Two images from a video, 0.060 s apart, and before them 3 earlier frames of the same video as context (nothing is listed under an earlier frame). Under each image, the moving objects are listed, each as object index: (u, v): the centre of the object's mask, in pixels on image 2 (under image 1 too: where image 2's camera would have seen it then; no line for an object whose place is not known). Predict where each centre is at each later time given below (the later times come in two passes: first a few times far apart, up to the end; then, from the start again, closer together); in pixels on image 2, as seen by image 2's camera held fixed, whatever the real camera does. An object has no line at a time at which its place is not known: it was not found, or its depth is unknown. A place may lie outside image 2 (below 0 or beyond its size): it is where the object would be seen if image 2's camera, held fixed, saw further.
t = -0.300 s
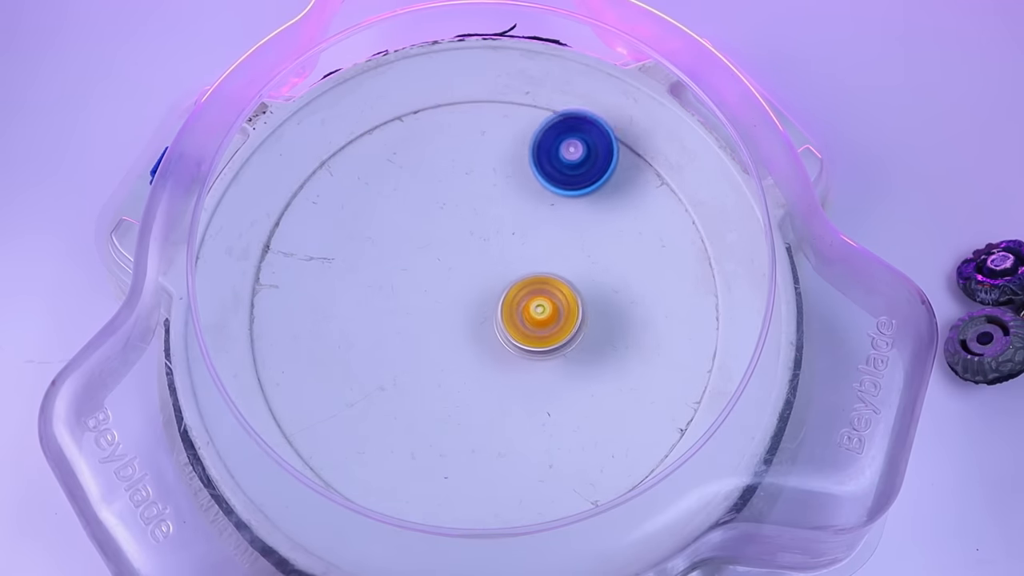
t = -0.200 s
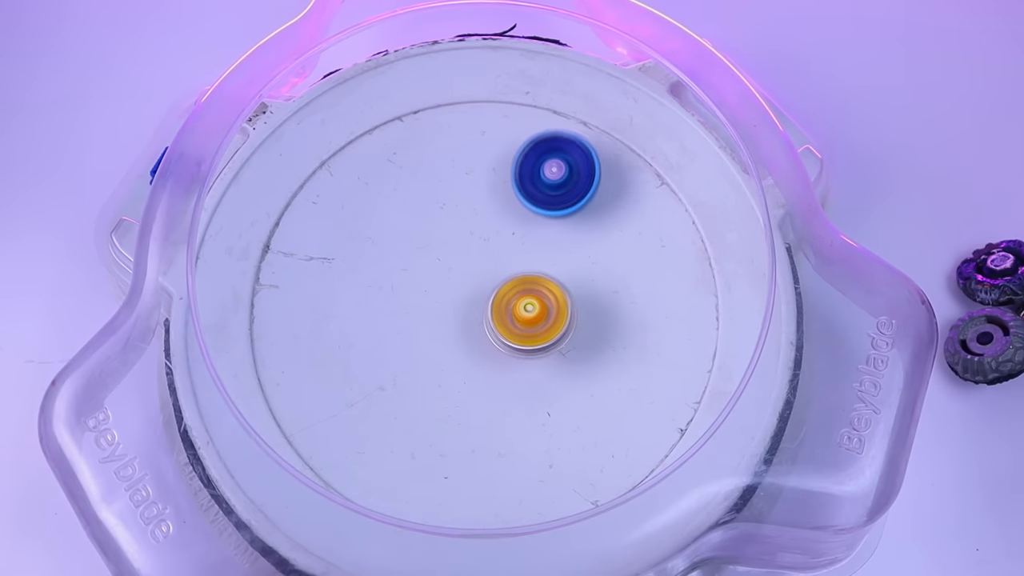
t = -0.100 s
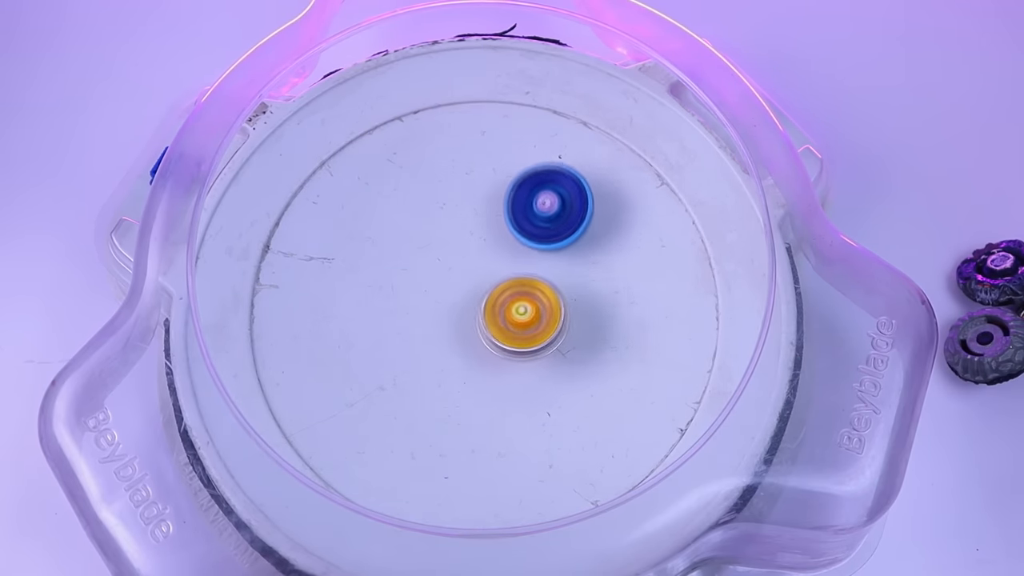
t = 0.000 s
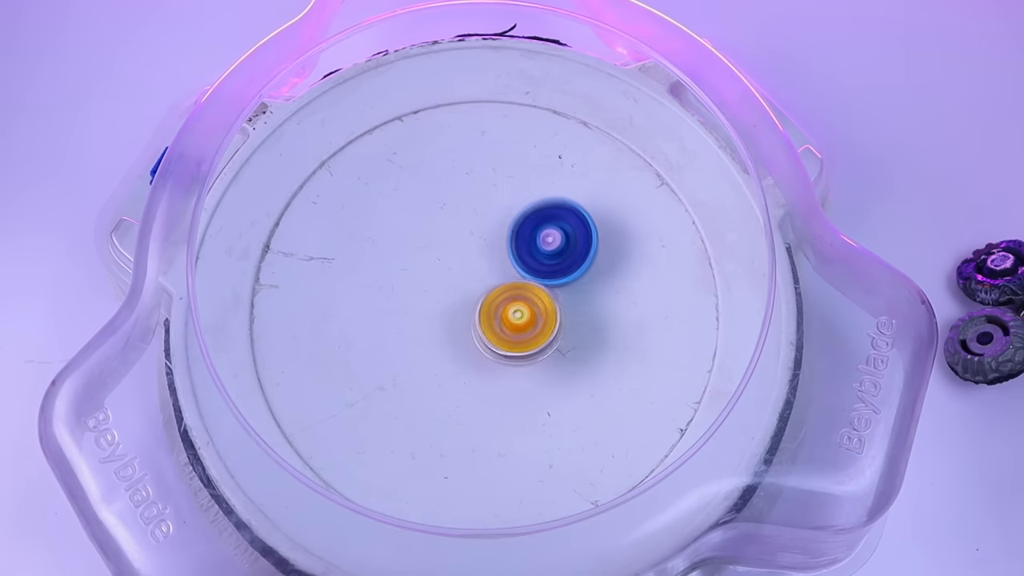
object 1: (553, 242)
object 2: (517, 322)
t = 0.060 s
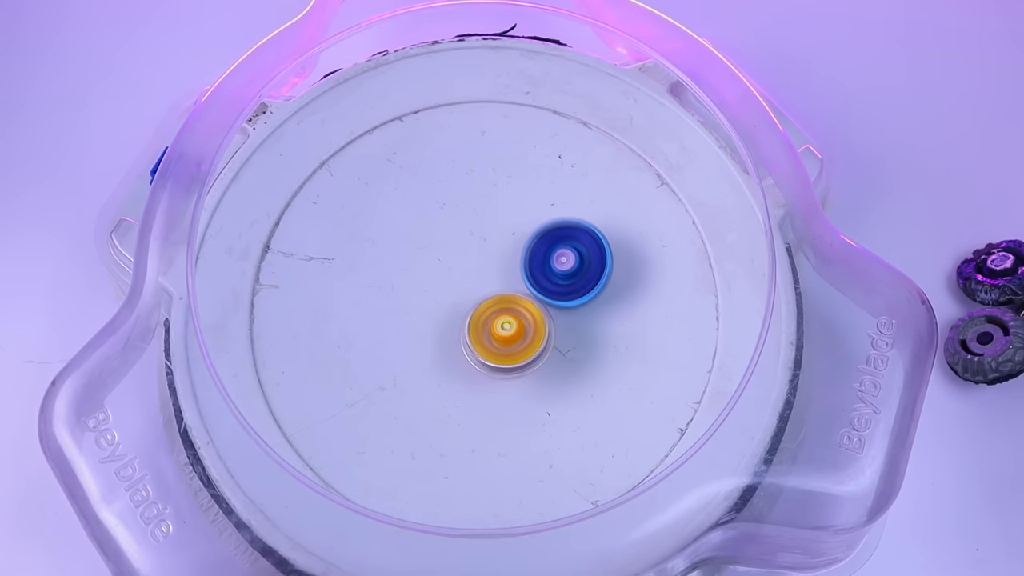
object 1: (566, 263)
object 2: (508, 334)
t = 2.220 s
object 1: (387, 201)
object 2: (620, 189)
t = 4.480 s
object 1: (584, 325)
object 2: (526, 238)
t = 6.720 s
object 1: (493, 318)
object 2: (590, 260)
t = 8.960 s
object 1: (475, 227)
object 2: (377, 272)
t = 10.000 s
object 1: (458, 354)
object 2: (327, 352)
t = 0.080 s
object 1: (571, 270)
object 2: (505, 337)
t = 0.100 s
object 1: (574, 276)
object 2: (503, 339)
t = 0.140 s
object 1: (582, 288)
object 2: (501, 343)
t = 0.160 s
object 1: (586, 294)
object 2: (500, 344)
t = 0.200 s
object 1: (595, 304)
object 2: (497, 346)
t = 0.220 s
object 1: (599, 309)
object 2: (496, 347)
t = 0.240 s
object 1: (604, 313)
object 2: (494, 347)
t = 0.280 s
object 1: (613, 322)
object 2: (491, 349)
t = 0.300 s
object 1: (618, 325)
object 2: (489, 349)
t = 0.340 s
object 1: (627, 331)
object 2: (484, 349)
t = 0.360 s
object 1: (631, 333)
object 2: (482, 350)
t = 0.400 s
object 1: (640, 336)
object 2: (478, 349)
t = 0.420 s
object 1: (644, 337)
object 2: (475, 348)
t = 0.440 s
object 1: (647, 337)
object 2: (473, 347)
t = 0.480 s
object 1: (651, 334)
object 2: (468, 346)
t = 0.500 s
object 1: (652, 332)
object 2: (465, 345)
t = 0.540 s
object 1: (650, 329)
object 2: (460, 344)
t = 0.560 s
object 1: (648, 327)
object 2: (457, 343)
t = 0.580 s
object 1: (644, 326)
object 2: (455, 342)
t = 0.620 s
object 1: (635, 325)
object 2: (450, 340)
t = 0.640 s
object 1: (628, 325)
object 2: (447, 339)
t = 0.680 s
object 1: (616, 328)
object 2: (443, 337)
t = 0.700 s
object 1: (609, 331)
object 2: (441, 336)
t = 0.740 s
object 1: (596, 337)
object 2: (438, 335)
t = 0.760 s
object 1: (590, 341)
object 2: (437, 335)
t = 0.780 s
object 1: (583, 344)
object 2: (436, 335)
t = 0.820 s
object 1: (571, 352)
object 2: (435, 333)
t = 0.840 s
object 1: (564, 356)
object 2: (434, 332)
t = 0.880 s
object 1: (552, 368)
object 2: (434, 331)
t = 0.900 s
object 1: (546, 375)
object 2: (434, 330)
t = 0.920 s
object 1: (542, 383)
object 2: (434, 329)
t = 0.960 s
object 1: (534, 398)
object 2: (435, 328)
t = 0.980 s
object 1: (532, 405)
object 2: (436, 327)
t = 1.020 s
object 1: (530, 418)
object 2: (439, 325)
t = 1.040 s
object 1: (530, 424)
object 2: (440, 324)
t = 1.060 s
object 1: (530, 429)
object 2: (442, 323)
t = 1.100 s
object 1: (532, 439)
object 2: (445, 320)
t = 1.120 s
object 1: (533, 442)
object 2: (447, 319)
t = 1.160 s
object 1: (538, 447)
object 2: (451, 316)
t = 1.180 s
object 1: (541, 448)
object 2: (453, 314)
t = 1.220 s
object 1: (546, 448)
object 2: (458, 310)
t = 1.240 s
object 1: (548, 446)
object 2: (459, 307)
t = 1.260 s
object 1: (550, 444)
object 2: (462, 305)
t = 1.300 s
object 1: (552, 436)
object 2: (468, 300)
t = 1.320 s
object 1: (552, 431)
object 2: (471, 298)
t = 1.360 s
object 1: (548, 421)
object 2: (479, 293)
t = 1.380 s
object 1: (545, 415)
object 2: (481, 291)
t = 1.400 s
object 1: (540, 411)
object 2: (486, 289)
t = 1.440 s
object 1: (529, 400)
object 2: (494, 286)
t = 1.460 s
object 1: (522, 395)
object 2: (497, 285)
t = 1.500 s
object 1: (503, 382)
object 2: (505, 282)
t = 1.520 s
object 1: (492, 376)
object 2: (507, 281)
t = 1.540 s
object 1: (480, 370)
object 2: (508, 279)
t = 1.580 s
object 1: (449, 360)
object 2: (514, 277)
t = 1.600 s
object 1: (430, 356)
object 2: (516, 276)
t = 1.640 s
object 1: (391, 357)
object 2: (520, 273)
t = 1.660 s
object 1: (373, 362)
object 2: (521, 271)
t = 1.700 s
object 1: (341, 378)
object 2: (524, 268)
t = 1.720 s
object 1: (330, 390)
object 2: (526, 266)
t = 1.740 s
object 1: (322, 404)
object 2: (527, 265)
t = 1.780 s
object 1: (320, 434)
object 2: (531, 262)
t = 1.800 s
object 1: (327, 446)
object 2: (533, 261)
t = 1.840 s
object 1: (354, 466)
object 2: (536, 259)
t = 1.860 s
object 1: (370, 473)
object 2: (537, 258)
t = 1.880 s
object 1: (388, 478)
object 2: (538, 258)
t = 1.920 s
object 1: (425, 475)
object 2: (538, 257)
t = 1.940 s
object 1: (443, 464)
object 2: (539, 258)
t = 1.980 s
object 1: (476, 433)
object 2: (539, 259)
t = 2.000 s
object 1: (490, 412)
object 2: (538, 260)
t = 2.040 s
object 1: (506, 367)
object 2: (537, 263)
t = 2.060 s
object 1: (507, 344)
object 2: (536, 264)
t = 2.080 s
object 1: (498, 322)
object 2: (545, 253)
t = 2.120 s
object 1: (472, 282)
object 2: (570, 223)
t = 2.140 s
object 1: (457, 263)
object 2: (584, 215)
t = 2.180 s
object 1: (425, 229)
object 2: (606, 206)
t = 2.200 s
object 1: (406, 214)
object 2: (616, 198)
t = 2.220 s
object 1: (387, 201)
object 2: (620, 189)
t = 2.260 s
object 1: (346, 180)
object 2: (630, 182)
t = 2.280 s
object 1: (324, 175)
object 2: (633, 180)
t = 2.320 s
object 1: (289, 181)
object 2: (632, 176)
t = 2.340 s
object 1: (277, 191)
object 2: (630, 179)
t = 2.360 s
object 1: (265, 201)
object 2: (628, 181)
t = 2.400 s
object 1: (243, 213)
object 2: (619, 182)
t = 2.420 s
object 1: (235, 217)
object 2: (614, 183)
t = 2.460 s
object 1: (234, 227)
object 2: (603, 183)
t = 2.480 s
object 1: (237, 235)
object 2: (596, 184)
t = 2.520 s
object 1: (243, 248)
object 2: (583, 184)
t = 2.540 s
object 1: (248, 255)
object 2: (578, 185)
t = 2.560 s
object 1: (255, 263)
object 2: (575, 185)
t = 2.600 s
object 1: (277, 286)
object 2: (566, 189)
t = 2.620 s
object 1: (291, 298)
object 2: (563, 192)
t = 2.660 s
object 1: (331, 317)
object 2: (554, 199)
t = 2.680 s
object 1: (355, 322)
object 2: (550, 202)
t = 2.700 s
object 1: (377, 323)
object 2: (546, 207)
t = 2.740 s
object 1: (422, 318)
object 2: (541, 213)
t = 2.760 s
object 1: (443, 312)
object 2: (538, 217)
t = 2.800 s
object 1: (478, 295)
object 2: (540, 218)
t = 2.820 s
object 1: (479, 297)
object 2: (566, 193)
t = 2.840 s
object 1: (481, 297)
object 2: (587, 174)
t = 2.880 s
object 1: (492, 292)
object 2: (630, 138)
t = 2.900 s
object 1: (500, 286)
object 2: (644, 120)
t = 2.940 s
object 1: (518, 269)
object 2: (662, 104)
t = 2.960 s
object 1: (525, 256)
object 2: (664, 105)
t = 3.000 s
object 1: (533, 226)
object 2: (652, 113)
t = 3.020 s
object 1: (532, 212)
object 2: (642, 119)
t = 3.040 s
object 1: (529, 200)
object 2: (633, 124)
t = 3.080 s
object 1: (513, 178)
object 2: (608, 138)
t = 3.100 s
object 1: (502, 170)
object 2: (594, 146)
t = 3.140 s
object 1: (477, 161)
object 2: (568, 163)
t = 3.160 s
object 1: (462, 161)
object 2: (554, 172)
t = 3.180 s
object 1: (448, 164)
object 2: (543, 182)
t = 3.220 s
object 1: (422, 179)
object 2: (522, 199)
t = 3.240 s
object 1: (414, 189)
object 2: (511, 208)
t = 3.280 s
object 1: (404, 214)
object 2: (496, 225)
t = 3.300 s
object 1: (395, 224)
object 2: (502, 233)
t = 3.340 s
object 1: (366, 242)
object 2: (542, 264)
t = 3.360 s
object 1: (357, 254)
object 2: (561, 275)
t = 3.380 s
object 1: (353, 268)
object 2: (574, 289)
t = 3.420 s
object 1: (360, 294)
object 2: (592, 310)
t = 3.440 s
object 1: (369, 310)
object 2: (596, 317)
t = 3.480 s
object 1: (385, 343)
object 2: (597, 328)
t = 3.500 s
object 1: (398, 359)
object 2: (596, 331)
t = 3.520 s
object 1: (414, 371)
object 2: (594, 333)
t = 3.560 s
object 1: (455, 384)
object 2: (589, 334)
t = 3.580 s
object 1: (478, 385)
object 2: (588, 335)
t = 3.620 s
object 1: (509, 380)
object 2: (596, 329)
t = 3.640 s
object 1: (519, 378)
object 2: (608, 324)
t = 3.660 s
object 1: (532, 374)
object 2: (617, 322)
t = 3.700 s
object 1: (556, 356)
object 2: (633, 311)
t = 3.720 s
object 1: (565, 340)
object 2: (647, 304)
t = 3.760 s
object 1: (570, 307)
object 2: (669, 295)
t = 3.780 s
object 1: (568, 289)
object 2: (680, 290)
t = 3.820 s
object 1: (557, 256)
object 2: (691, 280)
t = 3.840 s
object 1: (549, 241)
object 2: (693, 276)
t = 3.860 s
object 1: (540, 227)
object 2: (690, 272)
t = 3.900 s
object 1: (513, 206)
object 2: (682, 265)
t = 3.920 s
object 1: (497, 199)
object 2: (678, 263)
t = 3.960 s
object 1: (463, 194)
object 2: (666, 257)
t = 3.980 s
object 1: (445, 194)
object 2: (661, 255)
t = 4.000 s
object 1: (429, 197)
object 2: (654, 254)
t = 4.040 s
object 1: (398, 208)
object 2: (642, 249)
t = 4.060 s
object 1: (383, 217)
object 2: (637, 248)
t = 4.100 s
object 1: (363, 241)
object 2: (624, 244)
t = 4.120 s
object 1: (355, 257)
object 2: (620, 244)
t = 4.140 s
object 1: (353, 274)
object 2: (613, 244)
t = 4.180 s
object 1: (361, 306)
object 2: (602, 241)
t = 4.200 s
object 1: (366, 323)
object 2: (596, 242)
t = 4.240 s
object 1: (380, 355)
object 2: (584, 240)
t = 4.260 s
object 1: (394, 368)
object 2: (580, 239)
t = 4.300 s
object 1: (430, 385)
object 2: (567, 239)
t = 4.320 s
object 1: (450, 388)
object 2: (562, 238)
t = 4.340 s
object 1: (472, 389)
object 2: (558, 239)
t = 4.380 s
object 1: (513, 380)
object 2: (546, 238)
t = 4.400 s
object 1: (531, 372)
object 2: (543, 237)
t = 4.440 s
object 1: (563, 354)
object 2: (532, 237)
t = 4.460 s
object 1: (574, 340)
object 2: (529, 237)
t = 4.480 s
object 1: (584, 325)
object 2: (526, 238)
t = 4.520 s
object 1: (595, 292)
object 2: (518, 238)
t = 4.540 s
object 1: (601, 278)
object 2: (510, 234)
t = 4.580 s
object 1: (605, 248)
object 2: (493, 226)
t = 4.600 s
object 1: (602, 233)
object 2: (486, 222)
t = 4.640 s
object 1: (587, 205)
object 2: (480, 218)
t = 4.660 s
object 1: (577, 193)
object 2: (476, 217)
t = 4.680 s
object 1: (564, 183)
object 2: (476, 216)
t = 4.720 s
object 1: (552, 163)
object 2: (444, 227)
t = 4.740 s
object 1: (551, 155)
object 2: (416, 237)
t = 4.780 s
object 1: (538, 145)
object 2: (369, 253)
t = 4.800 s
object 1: (529, 144)
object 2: (350, 260)
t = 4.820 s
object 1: (518, 144)
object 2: (334, 265)
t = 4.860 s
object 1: (494, 152)
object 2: (305, 273)
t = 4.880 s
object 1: (482, 161)
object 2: (297, 275)
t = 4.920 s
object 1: (464, 186)
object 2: (291, 281)
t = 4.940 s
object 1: (460, 201)
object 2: (290, 283)
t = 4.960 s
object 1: (459, 216)
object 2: (291, 286)
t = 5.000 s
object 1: (465, 248)
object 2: (294, 290)
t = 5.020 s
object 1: (471, 263)
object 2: (297, 293)
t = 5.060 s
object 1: (489, 293)
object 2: (303, 299)
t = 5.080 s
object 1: (500, 306)
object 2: (306, 301)
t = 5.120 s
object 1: (526, 327)
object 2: (313, 304)
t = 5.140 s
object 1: (541, 334)
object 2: (318, 305)
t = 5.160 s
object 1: (557, 340)
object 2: (323, 307)
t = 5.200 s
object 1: (587, 340)
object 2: (333, 309)
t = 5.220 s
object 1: (603, 337)
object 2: (339, 310)
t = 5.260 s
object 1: (630, 325)
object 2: (349, 312)
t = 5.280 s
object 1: (641, 315)
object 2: (353, 312)
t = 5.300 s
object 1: (649, 306)
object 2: (357, 312)
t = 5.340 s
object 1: (659, 281)
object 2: (366, 314)
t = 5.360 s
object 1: (659, 268)
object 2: (372, 314)
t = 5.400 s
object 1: (646, 245)
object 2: (380, 317)
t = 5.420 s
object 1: (635, 235)
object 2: (384, 318)
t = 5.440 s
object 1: (621, 228)
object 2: (390, 320)
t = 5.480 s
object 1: (590, 224)
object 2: (400, 325)
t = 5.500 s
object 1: (574, 225)
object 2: (407, 327)
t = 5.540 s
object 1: (542, 235)
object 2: (419, 333)
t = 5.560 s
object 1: (529, 244)
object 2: (423, 336)
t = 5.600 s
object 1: (509, 268)
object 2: (435, 343)
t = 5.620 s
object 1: (502, 280)
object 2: (440, 346)
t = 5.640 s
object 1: (497, 291)
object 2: (446, 349)
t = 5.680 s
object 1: (504, 303)
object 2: (423, 383)
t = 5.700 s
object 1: (510, 309)
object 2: (412, 404)
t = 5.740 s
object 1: (524, 321)
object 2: (397, 438)
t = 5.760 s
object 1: (531, 324)
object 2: (395, 452)
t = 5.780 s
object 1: (540, 326)
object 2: (394, 465)
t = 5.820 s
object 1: (553, 324)
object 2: (404, 490)
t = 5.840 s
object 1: (557, 321)
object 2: (412, 503)
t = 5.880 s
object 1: (560, 312)
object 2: (439, 509)
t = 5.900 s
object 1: (560, 307)
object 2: (455, 505)
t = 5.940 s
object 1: (558, 299)
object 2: (487, 495)
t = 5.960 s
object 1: (556, 295)
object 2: (503, 490)
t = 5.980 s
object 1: (554, 292)
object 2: (517, 484)
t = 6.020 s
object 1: (549, 288)
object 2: (542, 470)
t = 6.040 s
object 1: (545, 287)
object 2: (552, 462)
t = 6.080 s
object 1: (535, 287)
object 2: (569, 445)
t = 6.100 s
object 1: (531, 288)
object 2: (573, 436)
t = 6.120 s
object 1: (525, 289)
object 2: (574, 428)
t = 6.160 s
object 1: (515, 294)
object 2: (577, 416)
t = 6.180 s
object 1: (509, 296)
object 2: (577, 412)
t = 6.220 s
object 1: (502, 309)
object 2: (577, 403)
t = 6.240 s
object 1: (500, 314)
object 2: (577, 399)
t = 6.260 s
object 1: (499, 322)
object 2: (577, 395)
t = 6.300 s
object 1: (498, 332)
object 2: (577, 386)
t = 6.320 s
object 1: (497, 335)
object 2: (576, 382)
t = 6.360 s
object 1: (496, 343)
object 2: (575, 374)
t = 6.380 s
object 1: (495, 345)
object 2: (574, 369)
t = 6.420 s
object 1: (495, 348)
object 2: (572, 357)
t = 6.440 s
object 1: (495, 349)
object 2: (573, 351)
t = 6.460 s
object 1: (495, 348)
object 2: (574, 345)
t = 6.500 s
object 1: (498, 342)
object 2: (587, 341)
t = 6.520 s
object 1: (499, 339)
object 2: (592, 336)
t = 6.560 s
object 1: (500, 336)
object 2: (598, 322)
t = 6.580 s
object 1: (499, 334)
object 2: (600, 310)
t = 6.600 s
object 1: (499, 332)
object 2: (601, 298)
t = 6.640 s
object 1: (499, 328)
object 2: (597, 279)
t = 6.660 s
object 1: (497, 326)
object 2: (595, 273)
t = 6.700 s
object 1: (494, 321)
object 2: (591, 262)
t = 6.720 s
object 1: (493, 318)
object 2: (590, 260)
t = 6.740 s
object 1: (492, 316)
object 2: (590, 257)
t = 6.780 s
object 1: (490, 311)
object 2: (589, 253)
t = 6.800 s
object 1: (489, 309)
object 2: (589, 251)
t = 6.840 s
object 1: (487, 307)
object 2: (588, 248)
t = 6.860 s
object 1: (485, 306)
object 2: (588, 246)
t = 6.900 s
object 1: (482, 303)
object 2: (587, 244)
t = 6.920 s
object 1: (481, 302)
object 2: (586, 243)
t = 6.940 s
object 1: (479, 301)
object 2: (584, 242)
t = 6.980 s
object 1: (477, 299)
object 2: (580, 241)
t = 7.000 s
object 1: (476, 298)
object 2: (579, 242)
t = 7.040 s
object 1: (474, 296)
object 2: (575, 242)
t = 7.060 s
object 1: (474, 294)
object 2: (573, 242)
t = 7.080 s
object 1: (473, 294)
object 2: (570, 241)
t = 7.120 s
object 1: (474, 293)
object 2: (565, 241)
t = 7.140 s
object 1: (474, 293)
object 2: (563, 241)
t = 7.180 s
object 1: (475, 293)
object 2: (557, 241)
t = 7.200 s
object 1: (475, 294)
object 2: (553, 240)
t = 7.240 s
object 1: (476, 294)
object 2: (549, 240)
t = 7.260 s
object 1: (474, 293)
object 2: (555, 234)
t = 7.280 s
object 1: (475, 293)
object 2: (561, 232)
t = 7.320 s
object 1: (475, 293)
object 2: (563, 222)
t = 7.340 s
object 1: (476, 293)
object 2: (561, 222)
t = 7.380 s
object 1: (480, 292)
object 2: (559, 223)
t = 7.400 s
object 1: (482, 291)
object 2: (559, 225)
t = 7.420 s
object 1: (485, 291)
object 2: (558, 226)
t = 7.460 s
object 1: (491, 291)
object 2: (555, 227)
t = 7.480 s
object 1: (491, 289)
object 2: (557, 222)
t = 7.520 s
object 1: (493, 283)
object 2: (568, 217)
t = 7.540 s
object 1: (496, 278)
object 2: (574, 212)
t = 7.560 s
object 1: (497, 275)
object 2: (580, 212)
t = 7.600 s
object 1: (499, 266)
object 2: (583, 211)
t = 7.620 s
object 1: (500, 262)
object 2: (581, 214)
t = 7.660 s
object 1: (498, 253)
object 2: (586, 220)
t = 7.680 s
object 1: (487, 249)
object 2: (608, 222)
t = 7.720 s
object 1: (467, 242)
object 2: (644, 226)
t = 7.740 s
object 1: (457, 240)
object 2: (657, 226)
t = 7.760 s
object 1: (447, 239)
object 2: (668, 227)
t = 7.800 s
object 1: (428, 238)
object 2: (689, 230)
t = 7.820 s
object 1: (418, 238)
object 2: (696, 232)
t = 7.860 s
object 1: (400, 245)
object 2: (705, 238)
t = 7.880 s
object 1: (393, 250)
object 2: (710, 243)
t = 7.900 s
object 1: (386, 257)
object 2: (716, 248)
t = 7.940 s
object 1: (379, 272)
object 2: (727, 261)
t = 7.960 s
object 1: (380, 280)
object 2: (730, 268)
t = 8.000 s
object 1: (389, 296)
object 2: (733, 281)
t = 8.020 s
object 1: (393, 303)
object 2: (733, 286)
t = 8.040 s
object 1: (398, 310)
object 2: (732, 292)
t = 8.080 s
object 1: (408, 323)
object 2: (728, 306)
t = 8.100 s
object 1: (414, 330)
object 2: (723, 311)
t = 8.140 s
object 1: (428, 340)
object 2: (712, 327)
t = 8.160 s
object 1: (438, 343)
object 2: (702, 333)
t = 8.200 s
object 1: (458, 343)
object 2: (679, 344)
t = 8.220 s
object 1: (467, 342)
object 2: (663, 352)
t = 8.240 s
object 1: (477, 340)
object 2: (649, 359)
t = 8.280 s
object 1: (497, 335)
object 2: (612, 367)
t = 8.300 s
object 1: (508, 331)
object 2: (596, 368)
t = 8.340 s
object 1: (512, 307)
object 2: (586, 398)
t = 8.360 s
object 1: (514, 296)
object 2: (579, 411)
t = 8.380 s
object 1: (515, 287)
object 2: (572, 426)
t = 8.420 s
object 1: (516, 270)
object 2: (558, 438)
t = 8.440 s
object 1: (516, 261)
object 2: (555, 438)
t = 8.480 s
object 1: (515, 244)
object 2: (543, 433)
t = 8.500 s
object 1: (515, 236)
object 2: (534, 430)
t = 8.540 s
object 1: (509, 219)
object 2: (518, 417)
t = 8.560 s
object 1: (506, 213)
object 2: (510, 410)
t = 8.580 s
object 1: (501, 207)
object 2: (500, 402)
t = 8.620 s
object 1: (490, 196)
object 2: (481, 380)
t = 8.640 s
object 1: (483, 192)
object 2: (473, 369)
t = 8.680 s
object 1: (471, 187)
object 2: (457, 344)
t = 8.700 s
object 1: (463, 187)
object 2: (446, 329)
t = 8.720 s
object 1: (458, 188)
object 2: (439, 316)
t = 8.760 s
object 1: (448, 194)
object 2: (426, 292)
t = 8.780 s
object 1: (446, 197)
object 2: (420, 279)
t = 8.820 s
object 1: (449, 197)
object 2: (397, 278)
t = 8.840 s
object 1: (452, 199)
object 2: (389, 282)
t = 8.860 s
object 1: (454, 200)
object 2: (380, 280)
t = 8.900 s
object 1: (460, 209)
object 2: (374, 280)
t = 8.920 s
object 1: (464, 215)
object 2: (374, 277)
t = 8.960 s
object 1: (475, 227)
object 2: (377, 272)
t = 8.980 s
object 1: (481, 233)
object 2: (379, 270)
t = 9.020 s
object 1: (492, 245)
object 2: (384, 266)
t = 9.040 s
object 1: (497, 250)
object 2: (388, 267)
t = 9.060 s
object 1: (504, 254)
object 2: (393, 263)
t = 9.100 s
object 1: (517, 264)
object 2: (403, 257)
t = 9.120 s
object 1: (523, 267)
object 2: (408, 257)
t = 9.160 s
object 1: (537, 276)
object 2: (424, 255)
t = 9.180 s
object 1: (542, 279)
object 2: (432, 255)
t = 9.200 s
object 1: (549, 282)
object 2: (441, 254)
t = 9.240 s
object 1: (560, 290)
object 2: (457, 258)
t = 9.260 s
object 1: (565, 293)
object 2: (465, 260)
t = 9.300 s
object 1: (577, 300)
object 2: (483, 270)
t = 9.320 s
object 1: (583, 302)
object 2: (493, 272)
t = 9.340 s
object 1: (589, 306)
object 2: (499, 277)
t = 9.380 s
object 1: (597, 310)
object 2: (505, 283)
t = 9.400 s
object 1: (600, 312)
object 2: (506, 289)
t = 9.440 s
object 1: (604, 315)
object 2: (512, 300)
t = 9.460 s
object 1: (607, 315)
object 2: (517, 304)
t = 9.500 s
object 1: (605, 319)
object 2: (525, 314)
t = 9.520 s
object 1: (603, 322)
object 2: (528, 312)
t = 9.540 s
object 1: (603, 323)
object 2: (524, 313)
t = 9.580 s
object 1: (589, 328)
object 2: (507, 315)
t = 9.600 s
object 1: (584, 331)
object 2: (498, 314)
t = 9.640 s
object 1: (574, 336)
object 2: (474, 308)
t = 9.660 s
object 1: (567, 339)
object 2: (464, 306)
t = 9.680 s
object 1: (559, 342)
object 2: (451, 305)
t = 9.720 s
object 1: (549, 346)
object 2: (427, 307)
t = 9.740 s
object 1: (544, 349)
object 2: (416, 308)
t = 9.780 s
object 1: (529, 354)
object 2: (392, 310)
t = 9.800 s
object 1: (523, 355)
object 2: (382, 316)
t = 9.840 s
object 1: (513, 357)
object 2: (364, 323)
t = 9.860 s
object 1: (504, 358)
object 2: (356, 326)
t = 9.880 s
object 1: (496, 358)
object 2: (349, 330)
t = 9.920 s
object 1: (486, 358)
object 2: (338, 338)
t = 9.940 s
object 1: (478, 357)
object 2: (334, 342)
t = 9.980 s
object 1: (464, 355)
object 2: (328, 349)
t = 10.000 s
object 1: (458, 354)
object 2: (327, 352)
